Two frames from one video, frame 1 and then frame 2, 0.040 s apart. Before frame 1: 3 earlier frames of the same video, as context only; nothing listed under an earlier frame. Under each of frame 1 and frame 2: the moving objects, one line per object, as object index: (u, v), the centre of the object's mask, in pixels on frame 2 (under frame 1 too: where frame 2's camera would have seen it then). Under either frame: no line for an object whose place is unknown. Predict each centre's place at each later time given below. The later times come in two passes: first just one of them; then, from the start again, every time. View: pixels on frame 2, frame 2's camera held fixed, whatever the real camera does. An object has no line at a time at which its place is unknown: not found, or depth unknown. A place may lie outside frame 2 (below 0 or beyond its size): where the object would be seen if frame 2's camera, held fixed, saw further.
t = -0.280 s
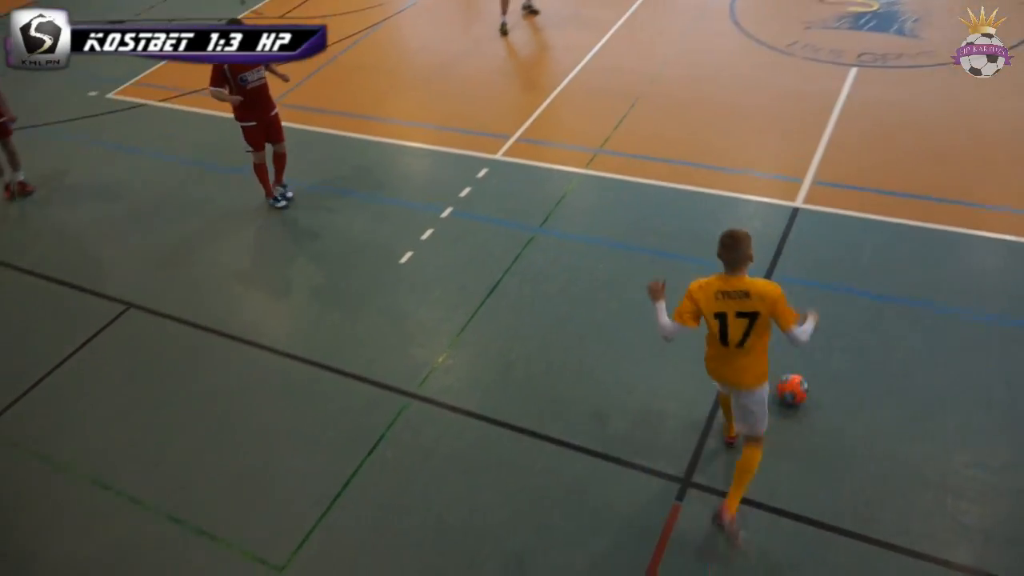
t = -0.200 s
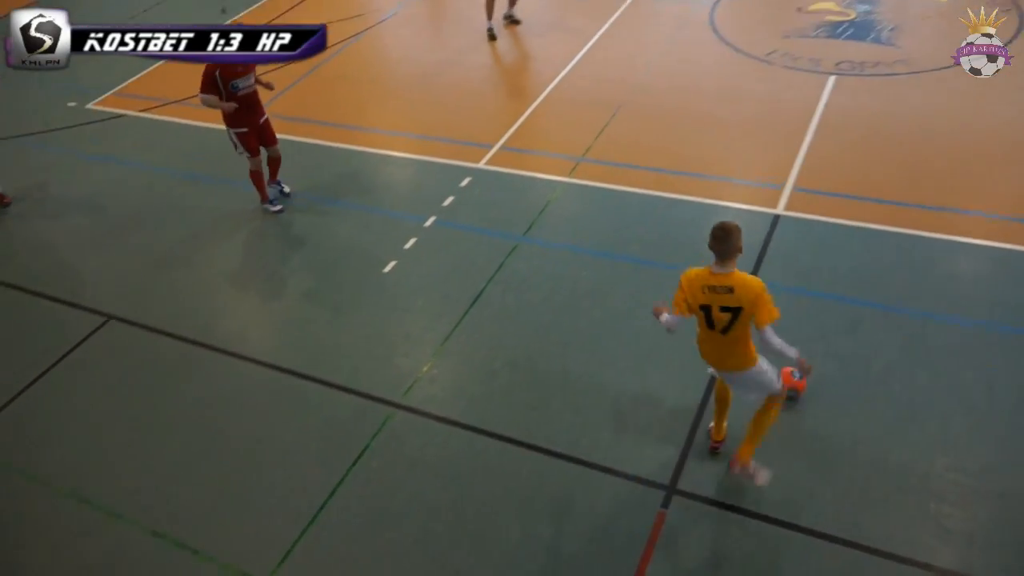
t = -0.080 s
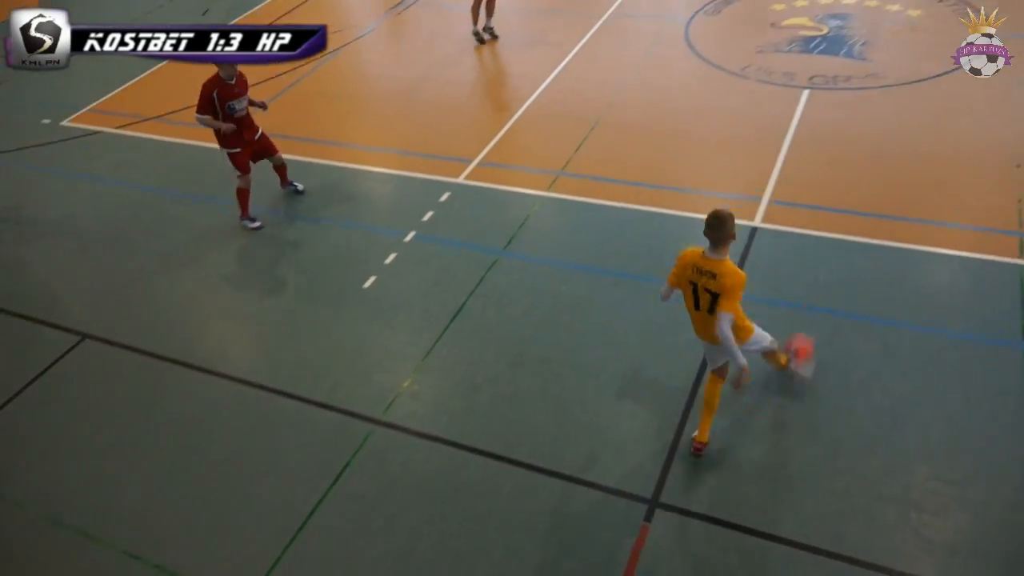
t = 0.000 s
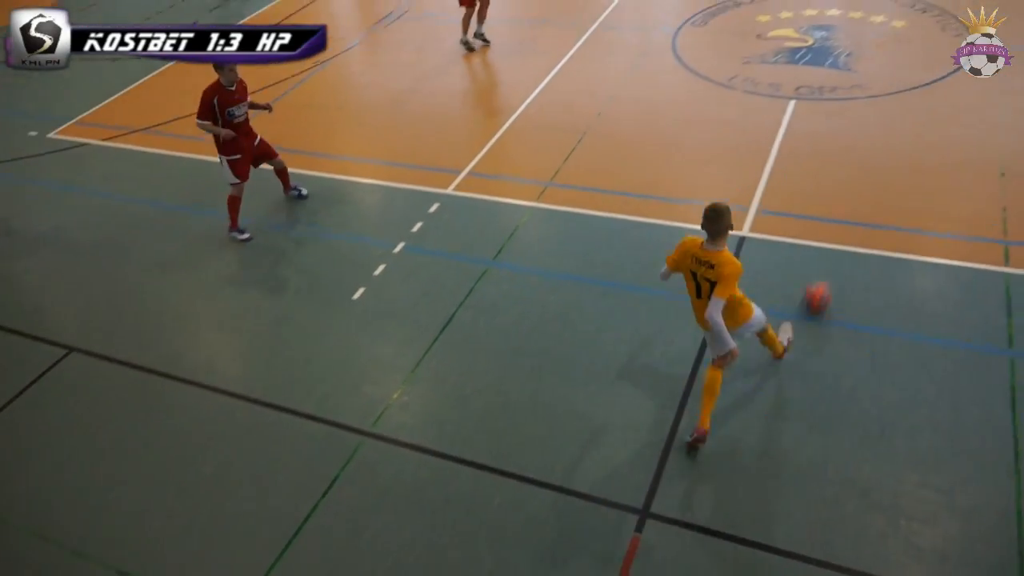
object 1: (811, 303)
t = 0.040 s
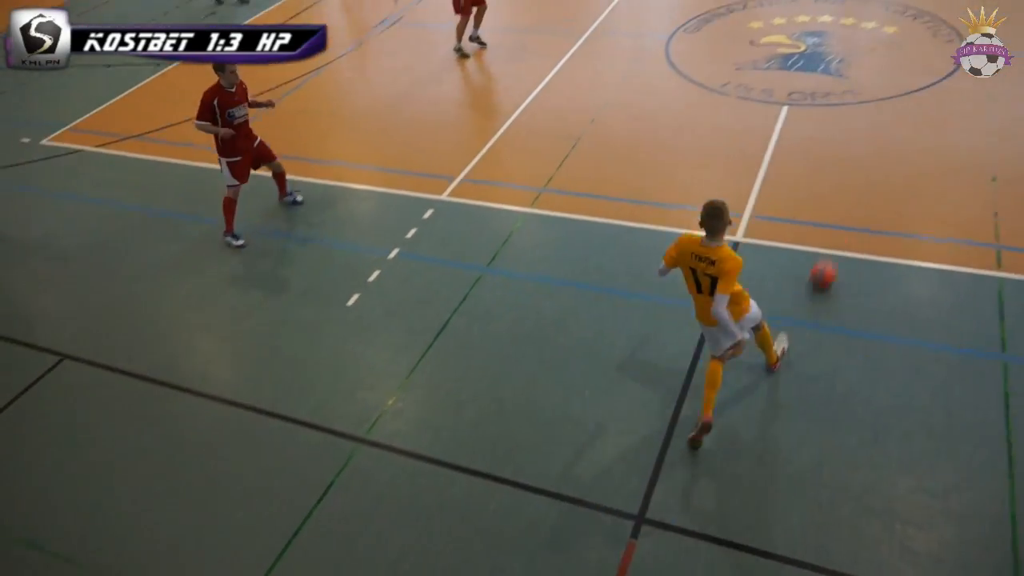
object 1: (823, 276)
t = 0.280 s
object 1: (874, 157)
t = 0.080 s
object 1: (834, 252)
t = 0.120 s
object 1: (844, 229)
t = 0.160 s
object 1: (852, 209)
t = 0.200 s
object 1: (861, 190)
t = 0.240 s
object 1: (867, 174)
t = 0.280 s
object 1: (874, 157)
